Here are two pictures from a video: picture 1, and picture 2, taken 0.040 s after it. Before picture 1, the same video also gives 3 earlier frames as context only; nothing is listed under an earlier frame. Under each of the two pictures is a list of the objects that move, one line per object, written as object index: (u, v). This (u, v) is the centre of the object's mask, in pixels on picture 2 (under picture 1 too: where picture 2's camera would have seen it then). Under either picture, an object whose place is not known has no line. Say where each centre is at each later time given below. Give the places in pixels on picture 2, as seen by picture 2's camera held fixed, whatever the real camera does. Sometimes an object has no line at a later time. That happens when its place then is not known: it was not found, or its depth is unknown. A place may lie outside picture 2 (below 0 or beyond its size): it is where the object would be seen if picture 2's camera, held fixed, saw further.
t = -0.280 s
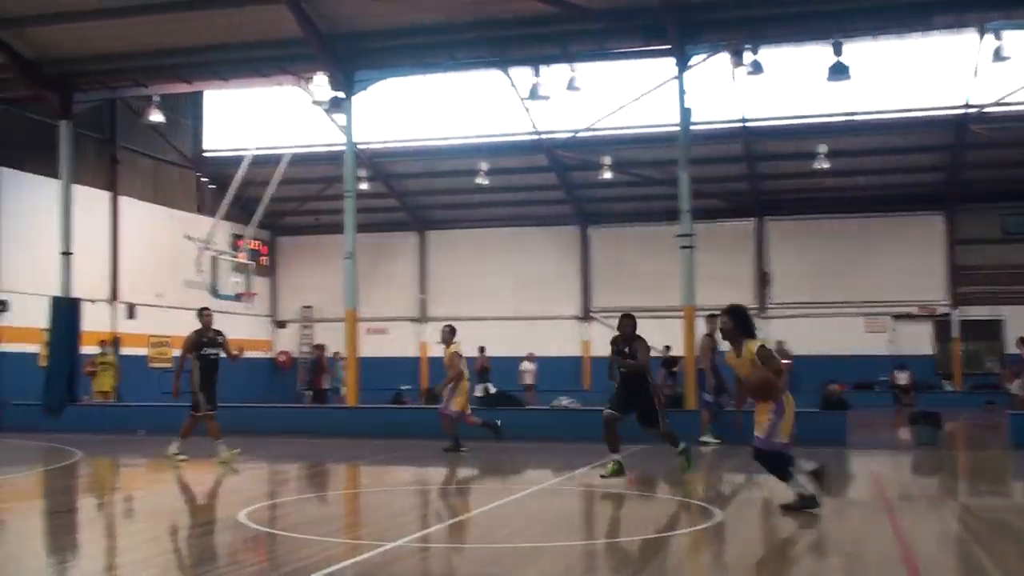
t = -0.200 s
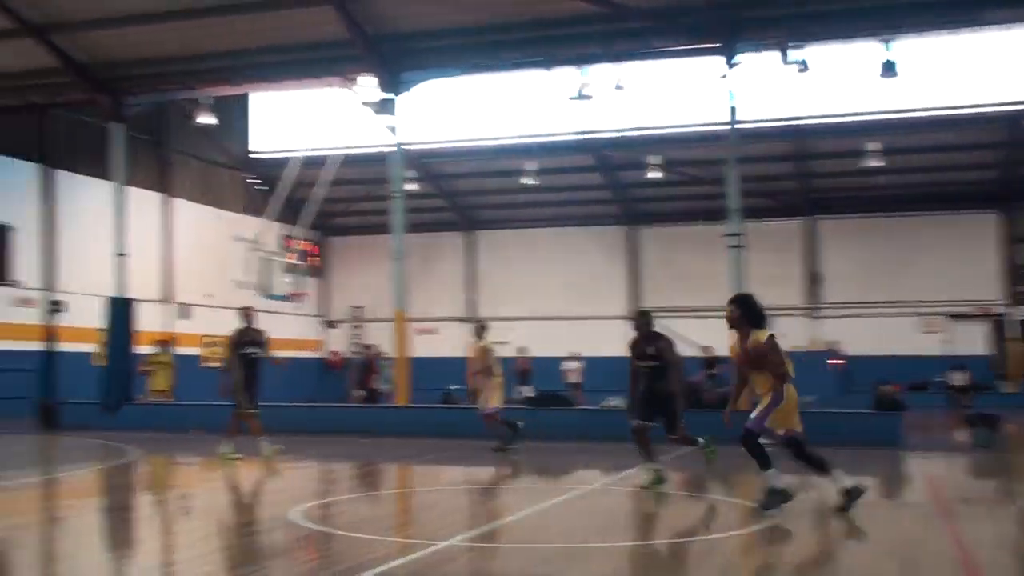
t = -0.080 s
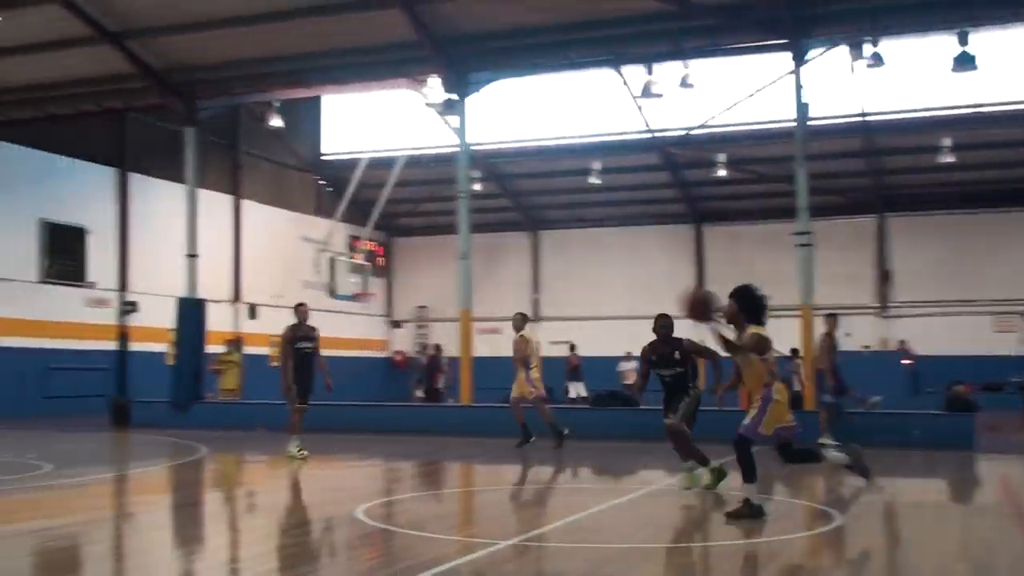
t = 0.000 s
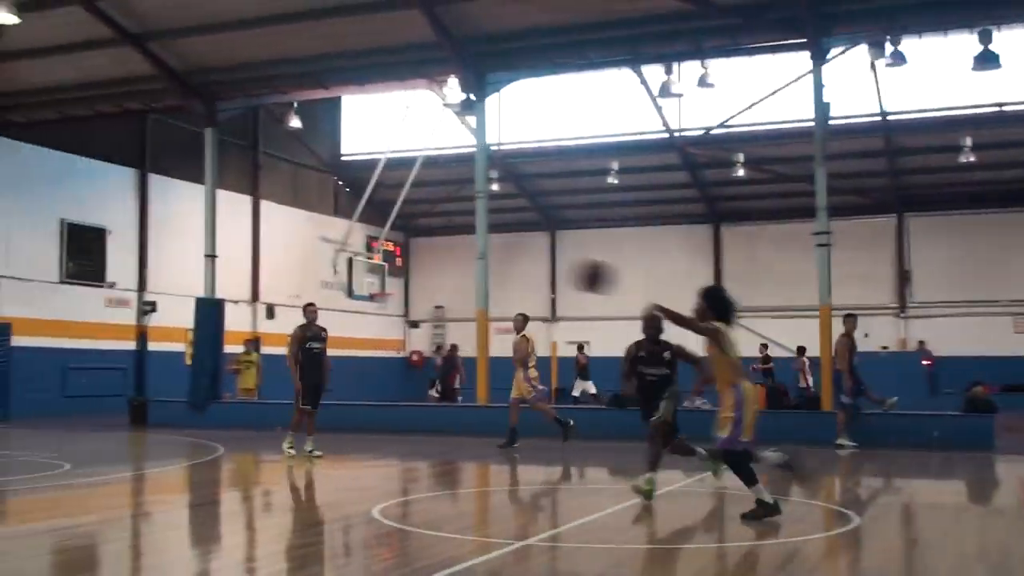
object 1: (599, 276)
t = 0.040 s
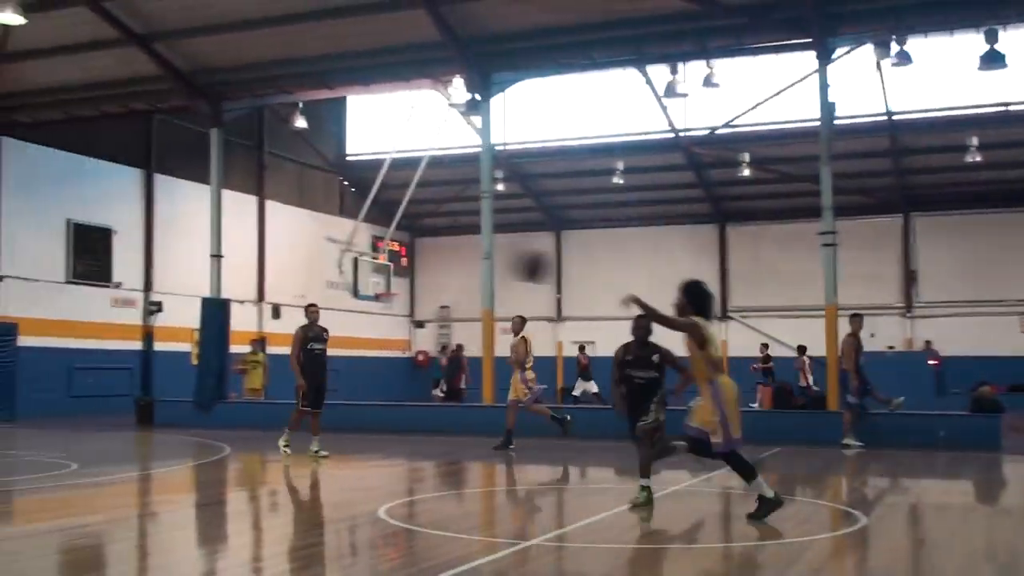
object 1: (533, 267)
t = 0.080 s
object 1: (467, 259)
